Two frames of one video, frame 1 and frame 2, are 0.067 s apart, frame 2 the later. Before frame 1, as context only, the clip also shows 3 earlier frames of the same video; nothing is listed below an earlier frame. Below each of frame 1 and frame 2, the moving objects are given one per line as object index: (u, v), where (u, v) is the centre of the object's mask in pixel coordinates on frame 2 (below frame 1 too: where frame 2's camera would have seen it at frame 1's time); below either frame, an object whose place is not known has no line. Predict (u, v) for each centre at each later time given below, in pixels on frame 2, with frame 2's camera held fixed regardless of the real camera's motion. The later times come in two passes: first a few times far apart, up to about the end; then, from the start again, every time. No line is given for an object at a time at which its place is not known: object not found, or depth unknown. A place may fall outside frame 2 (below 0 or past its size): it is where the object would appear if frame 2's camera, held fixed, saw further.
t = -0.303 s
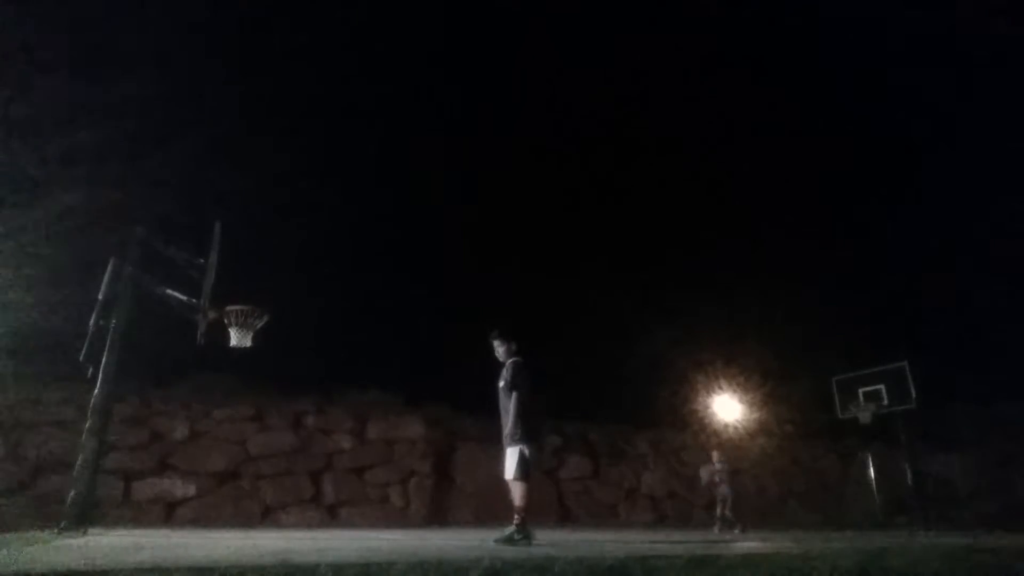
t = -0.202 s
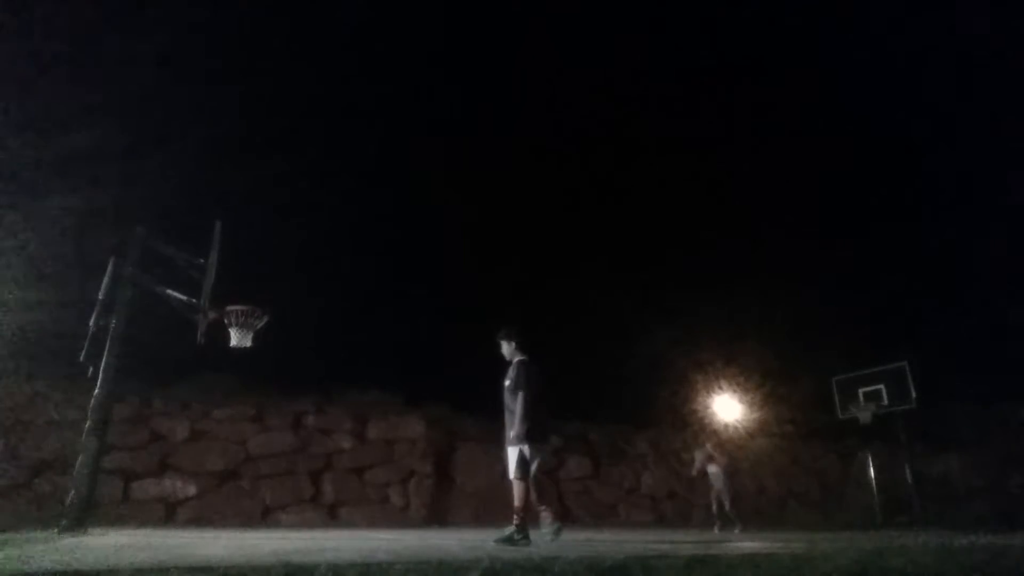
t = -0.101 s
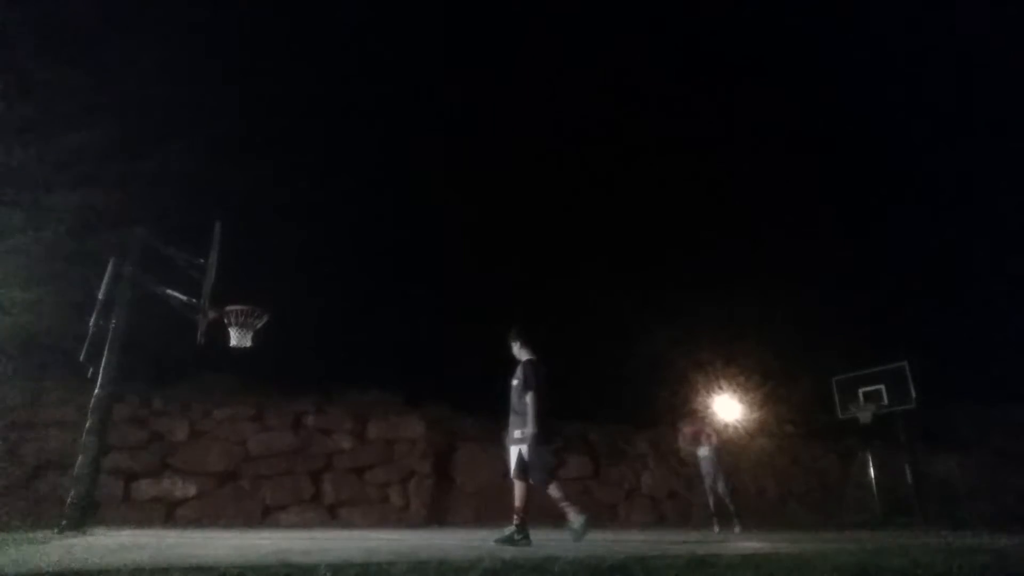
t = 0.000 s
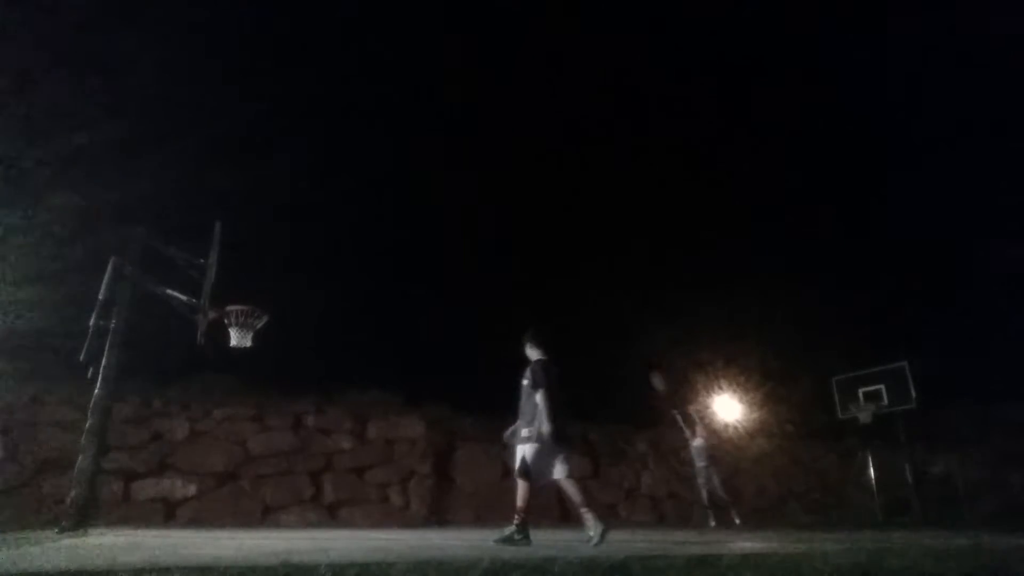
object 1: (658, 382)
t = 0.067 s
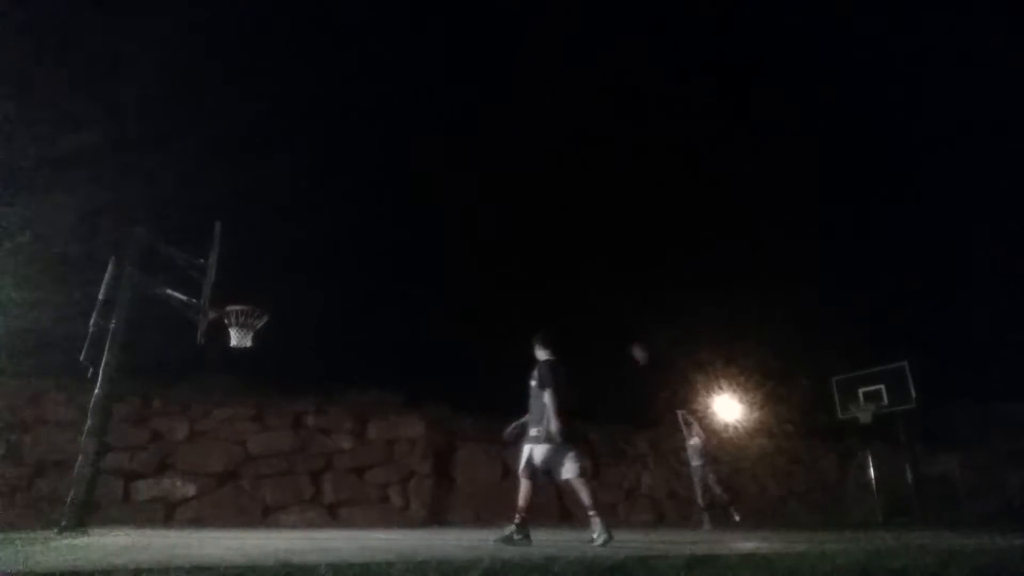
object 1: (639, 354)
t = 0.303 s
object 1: (573, 275)
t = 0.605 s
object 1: (489, 220)
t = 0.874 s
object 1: (407, 214)
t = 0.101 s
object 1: (628, 341)
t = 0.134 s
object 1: (619, 328)
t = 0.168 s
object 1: (610, 316)
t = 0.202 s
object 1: (601, 305)
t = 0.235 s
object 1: (592, 294)
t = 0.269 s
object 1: (582, 284)
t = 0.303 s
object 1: (573, 275)
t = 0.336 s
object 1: (564, 266)
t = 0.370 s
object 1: (554, 258)
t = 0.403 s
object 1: (545, 251)
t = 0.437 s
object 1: (536, 244)
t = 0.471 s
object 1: (527, 238)
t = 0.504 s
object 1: (517, 232)
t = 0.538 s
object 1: (508, 228)
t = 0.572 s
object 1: (499, 223)
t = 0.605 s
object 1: (489, 220)
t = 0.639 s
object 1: (479, 217)
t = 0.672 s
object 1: (470, 215)
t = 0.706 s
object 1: (460, 213)
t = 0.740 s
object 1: (450, 212)
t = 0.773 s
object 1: (439, 211)
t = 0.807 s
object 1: (429, 211)
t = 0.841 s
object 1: (418, 212)
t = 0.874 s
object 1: (407, 214)
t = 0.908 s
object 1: (396, 216)
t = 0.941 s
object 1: (384, 220)
